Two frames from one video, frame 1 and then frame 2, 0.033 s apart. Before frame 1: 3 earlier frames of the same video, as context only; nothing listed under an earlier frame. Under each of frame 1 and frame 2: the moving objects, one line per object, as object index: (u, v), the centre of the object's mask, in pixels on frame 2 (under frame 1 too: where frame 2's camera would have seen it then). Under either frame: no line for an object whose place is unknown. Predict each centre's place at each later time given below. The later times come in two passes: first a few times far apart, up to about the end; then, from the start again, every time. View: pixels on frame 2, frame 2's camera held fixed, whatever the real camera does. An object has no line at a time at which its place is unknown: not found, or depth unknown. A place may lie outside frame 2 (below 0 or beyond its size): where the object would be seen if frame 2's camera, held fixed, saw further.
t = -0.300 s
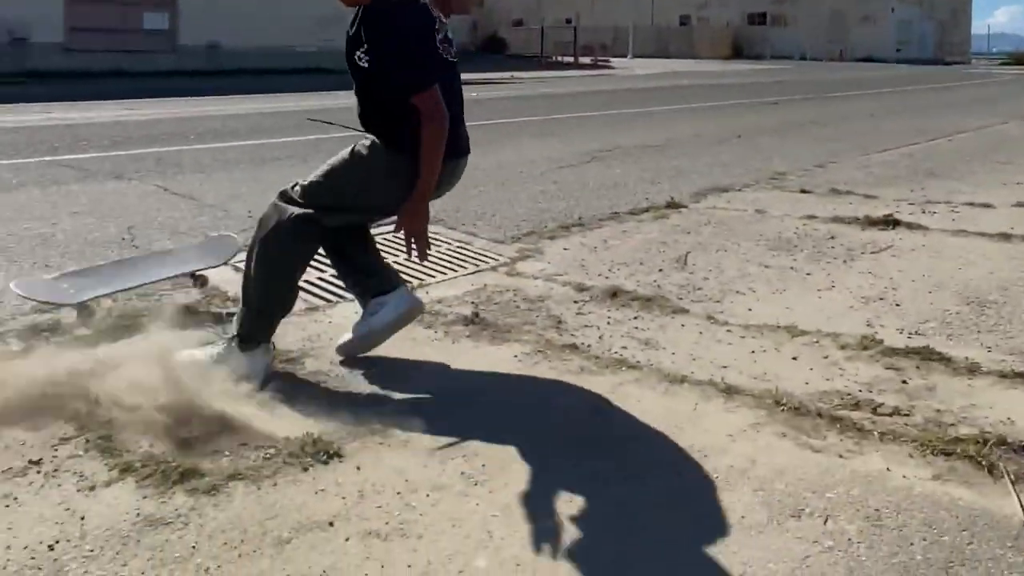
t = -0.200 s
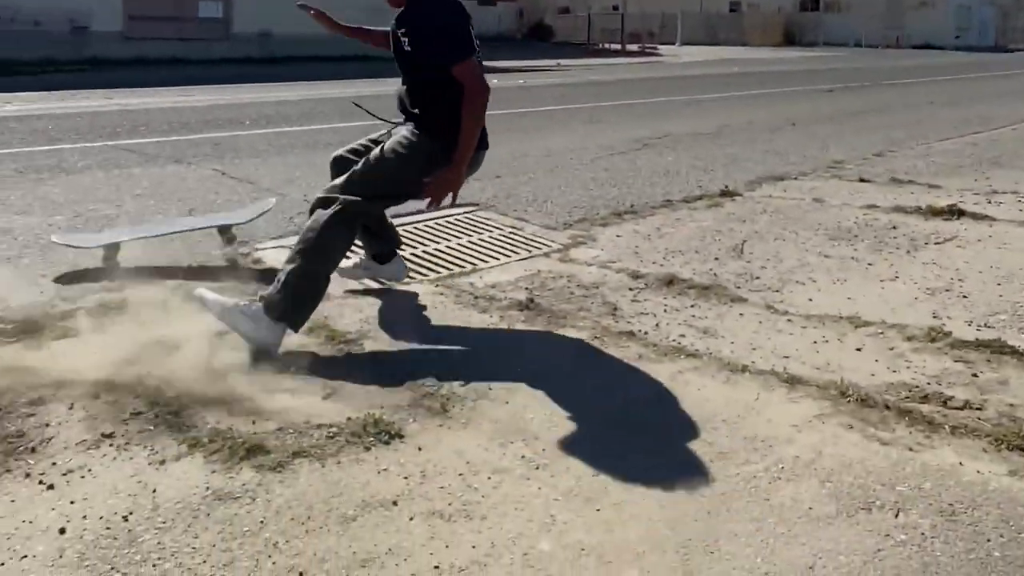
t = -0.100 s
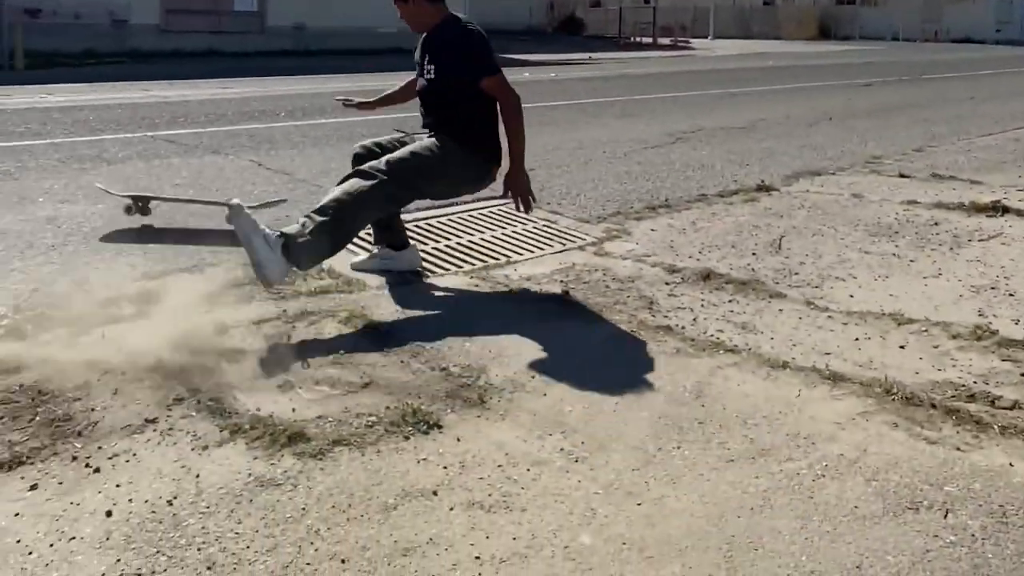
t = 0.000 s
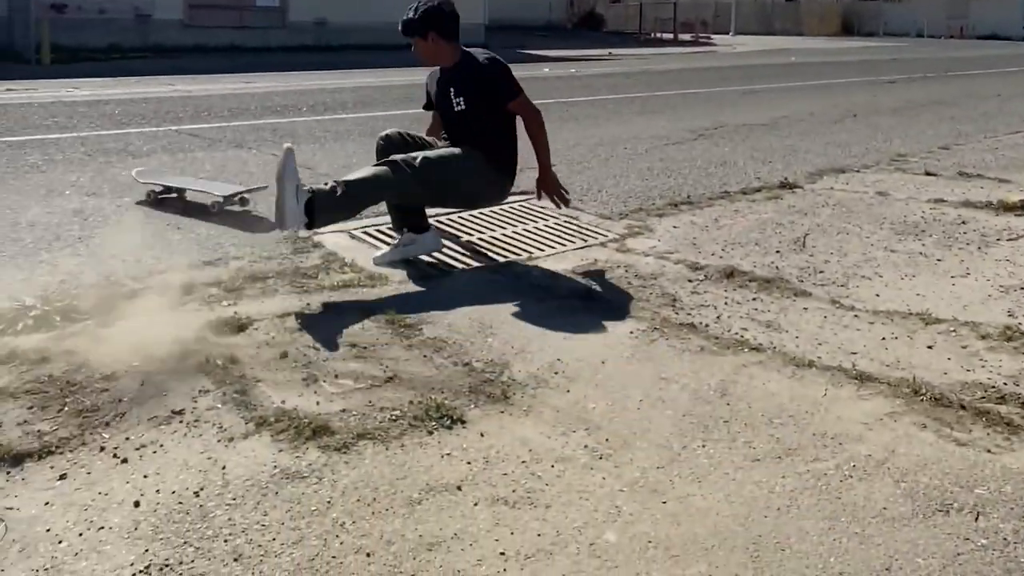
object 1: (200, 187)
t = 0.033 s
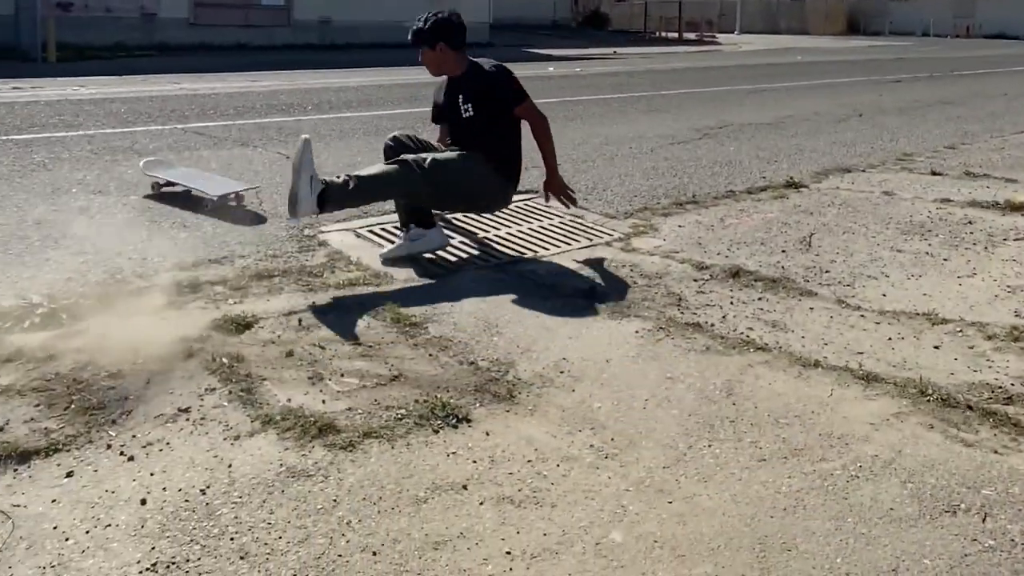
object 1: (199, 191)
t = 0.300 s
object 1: (161, 159)
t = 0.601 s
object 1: (146, 139)
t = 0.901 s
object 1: (131, 126)
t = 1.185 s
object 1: (120, 118)
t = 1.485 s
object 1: (107, 112)
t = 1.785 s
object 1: (97, 108)
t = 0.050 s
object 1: (198, 190)
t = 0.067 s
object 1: (193, 187)
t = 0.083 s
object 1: (191, 185)
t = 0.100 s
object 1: (187, 184)
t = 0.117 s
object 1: (180, 177)
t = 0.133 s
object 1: (177, 174)
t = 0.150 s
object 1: (176, 174)
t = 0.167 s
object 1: (174, 172)
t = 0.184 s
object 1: (172, 168)
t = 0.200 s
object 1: (170, 166)
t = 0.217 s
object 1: (168, 165)
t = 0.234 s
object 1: (166, 164)
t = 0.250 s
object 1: (165, 163)
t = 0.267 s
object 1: (163, 161)
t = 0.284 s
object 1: (162, 160)
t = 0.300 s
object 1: (161, 159)
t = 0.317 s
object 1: (160, 157)
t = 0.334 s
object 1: (158, 157)
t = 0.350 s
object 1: (157, 155)
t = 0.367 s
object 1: (157, 154)
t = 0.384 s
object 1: (156, 152)
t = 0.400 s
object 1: (155, 152)
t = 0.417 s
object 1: (155, 150)
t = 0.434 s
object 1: (154, 149)
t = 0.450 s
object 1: (153, 148)
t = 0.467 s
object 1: (153, 147)
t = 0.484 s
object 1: (152, 147)
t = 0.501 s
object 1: (152, 145)
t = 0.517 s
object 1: (150, 144)
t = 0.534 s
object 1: (149, 143)
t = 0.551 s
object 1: (148, 142)
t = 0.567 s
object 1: (147, 141)
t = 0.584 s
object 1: (146, 140)
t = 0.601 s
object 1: (146, 139)
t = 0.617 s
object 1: (145, 139)
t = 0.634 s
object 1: (144, 137)
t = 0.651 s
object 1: (143, 136)
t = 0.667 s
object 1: (142, 136)
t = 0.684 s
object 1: (142, 135)
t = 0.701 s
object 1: (141, 135)
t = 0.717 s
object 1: (140, 133)
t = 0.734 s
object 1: (140, 132)
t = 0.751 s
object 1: (139, 131)
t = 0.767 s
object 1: (138, 131)
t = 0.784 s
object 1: (137, 131)
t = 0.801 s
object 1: (136, 130)
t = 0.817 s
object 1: (136, 130)
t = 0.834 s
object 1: (135, 129)
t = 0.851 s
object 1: (134, 128)
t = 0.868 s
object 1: (133, 128)
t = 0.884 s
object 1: (132, 127)
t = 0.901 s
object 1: (131, 126)
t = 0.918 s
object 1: (131, 127)
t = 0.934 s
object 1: (129, 125)
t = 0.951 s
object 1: (129, 124)
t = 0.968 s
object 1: (129, 125)
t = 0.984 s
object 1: (128, 124)
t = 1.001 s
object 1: (127, 123)
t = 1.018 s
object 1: (126, 122)
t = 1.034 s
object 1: (126, 122)
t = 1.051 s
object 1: (125, 122)
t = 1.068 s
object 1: (124, 121)
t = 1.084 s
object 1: (124, 121)
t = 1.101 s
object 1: (123, 121)
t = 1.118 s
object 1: (123, 120)
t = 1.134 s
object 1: (122, 119)
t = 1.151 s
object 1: (122, 119)
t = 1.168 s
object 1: (121, 118)
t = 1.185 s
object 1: (120, 118)
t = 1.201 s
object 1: (119, 118)
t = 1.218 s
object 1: (118, 117)
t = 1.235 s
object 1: (118, 116)
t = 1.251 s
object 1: (117, 116)
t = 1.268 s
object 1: (116, 115)
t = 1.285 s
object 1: (115, 115)
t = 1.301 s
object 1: (114, 115)
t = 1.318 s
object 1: (113, 114)
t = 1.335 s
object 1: (113, 114)
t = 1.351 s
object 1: (112, 114)
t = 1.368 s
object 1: (111, 113)
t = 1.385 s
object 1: (111, 113)
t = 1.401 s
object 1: (110, 113)
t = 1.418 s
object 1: (110, 113)
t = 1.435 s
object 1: (109, 112)
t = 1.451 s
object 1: (108, 112)
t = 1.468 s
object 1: (108, 112)
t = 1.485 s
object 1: (107, 112)
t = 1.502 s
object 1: (107, 112)
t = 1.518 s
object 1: (106, 111)
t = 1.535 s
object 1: (106, 112)
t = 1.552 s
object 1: (105, 112)
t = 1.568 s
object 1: (105, 112)
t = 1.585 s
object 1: (104, 111)
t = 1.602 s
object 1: (104, 111)
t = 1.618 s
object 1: (103, 110)
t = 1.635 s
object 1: (102, 110)
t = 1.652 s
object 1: (101, 109)
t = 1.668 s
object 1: (102, 110)
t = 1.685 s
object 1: (101, 109)
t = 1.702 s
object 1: (100, 109)
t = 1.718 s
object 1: (99, 108)
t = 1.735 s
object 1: (98, 108)
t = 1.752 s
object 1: (98, 108)
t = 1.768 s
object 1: (98, 108)
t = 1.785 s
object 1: (97, 108)
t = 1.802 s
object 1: (97, 107)
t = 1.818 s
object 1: (97, 107)
